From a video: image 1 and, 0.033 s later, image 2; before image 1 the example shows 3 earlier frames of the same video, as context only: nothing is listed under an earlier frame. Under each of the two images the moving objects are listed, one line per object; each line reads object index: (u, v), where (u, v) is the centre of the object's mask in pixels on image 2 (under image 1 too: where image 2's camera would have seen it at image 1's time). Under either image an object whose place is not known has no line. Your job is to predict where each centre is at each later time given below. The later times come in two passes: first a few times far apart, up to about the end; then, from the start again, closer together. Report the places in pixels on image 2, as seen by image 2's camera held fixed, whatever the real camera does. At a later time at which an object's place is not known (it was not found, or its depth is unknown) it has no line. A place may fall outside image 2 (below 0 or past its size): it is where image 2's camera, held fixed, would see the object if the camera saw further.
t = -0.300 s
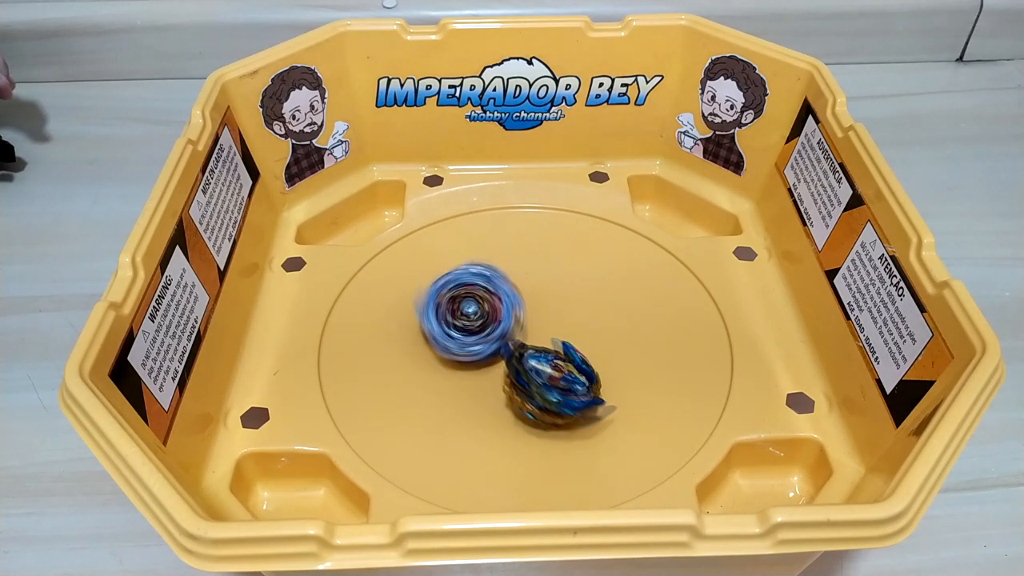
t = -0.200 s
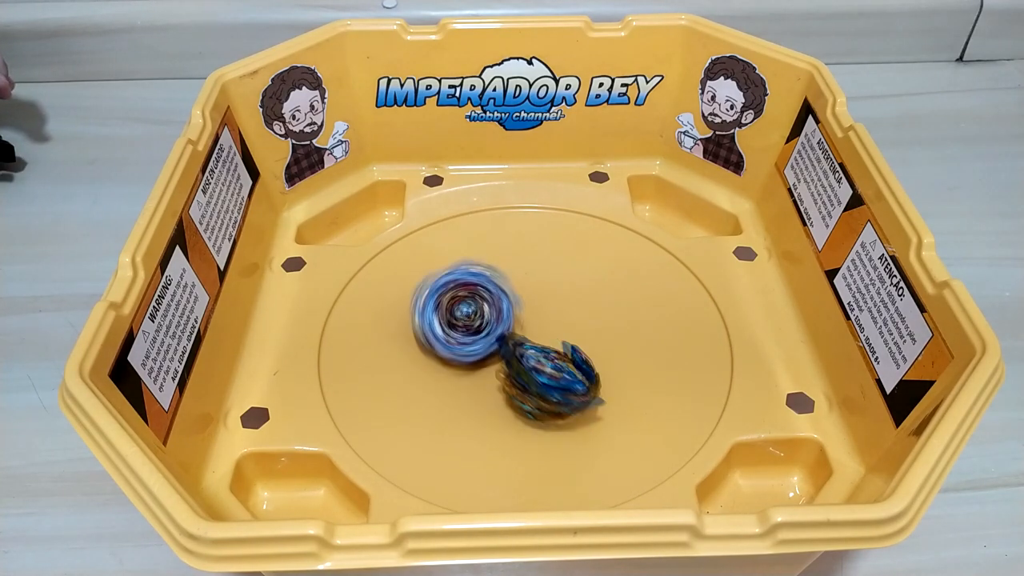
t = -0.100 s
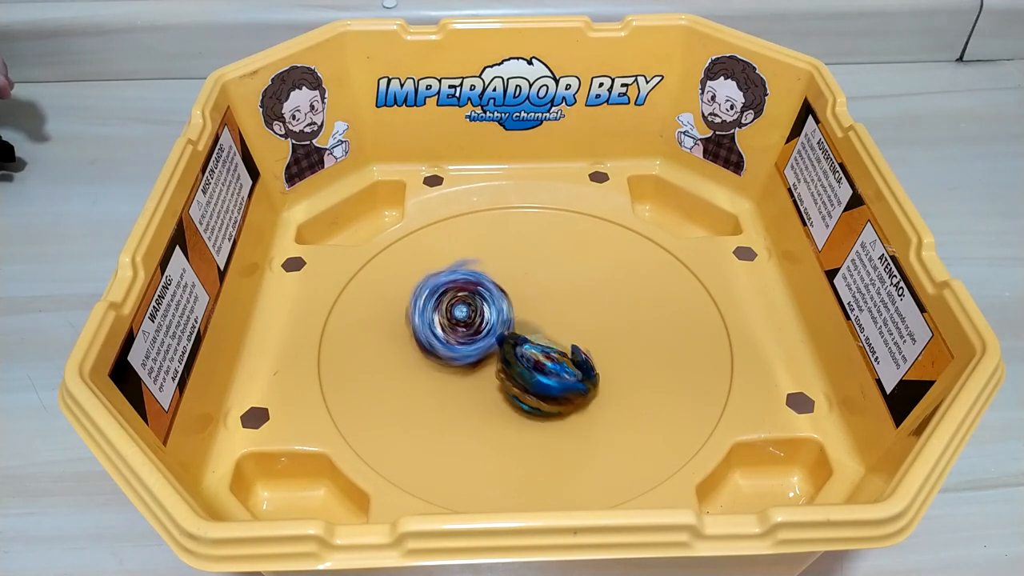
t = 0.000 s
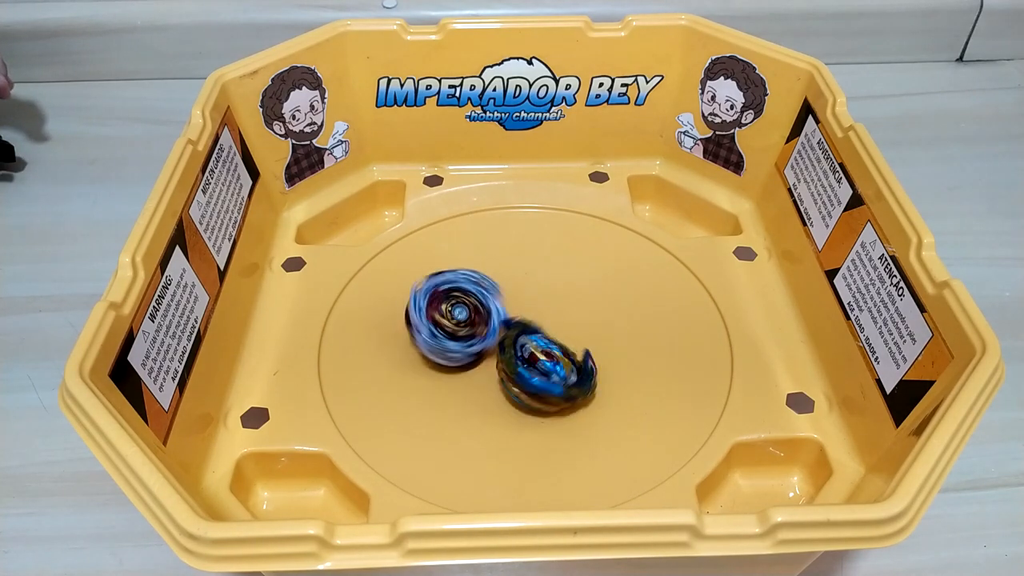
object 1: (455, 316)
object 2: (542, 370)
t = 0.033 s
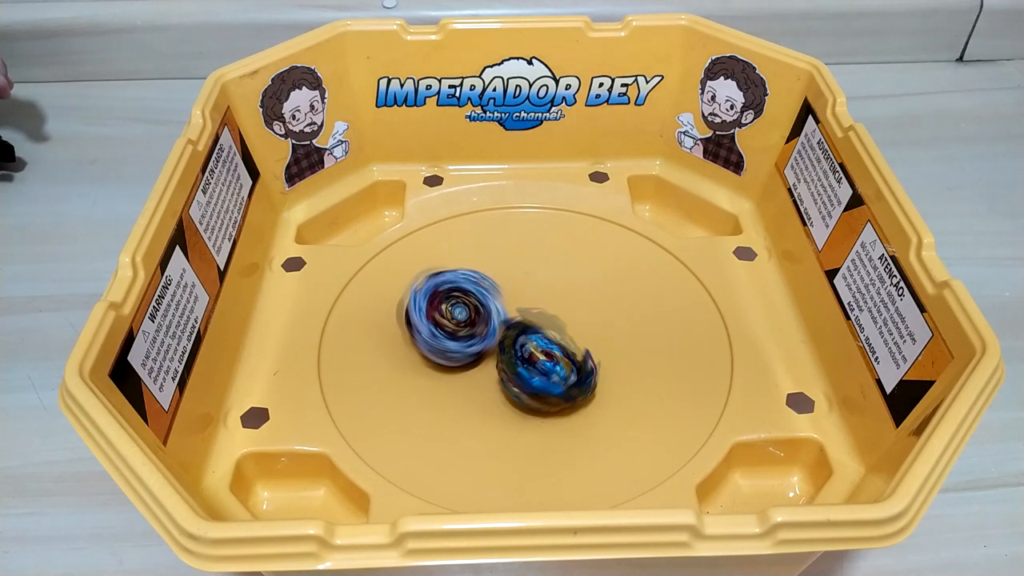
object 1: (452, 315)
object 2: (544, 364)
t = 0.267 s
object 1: (442, 314)
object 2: (538, 360)
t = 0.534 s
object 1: (429, 315)
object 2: (539, 357)
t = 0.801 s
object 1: (428, 329)
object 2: (554, 357)
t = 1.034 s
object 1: (438, 336)
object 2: (564, 354)
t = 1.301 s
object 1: (449, 342)
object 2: (569, 353)
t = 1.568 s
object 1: (458, 345)
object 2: (568, 352)
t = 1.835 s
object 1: (468, 352)
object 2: (563, 350)
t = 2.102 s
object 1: (468, 355)
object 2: (564, 345)
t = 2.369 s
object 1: (463, 349)
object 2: (563, 343)
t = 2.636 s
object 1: (462, 347)
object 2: (566, 331)
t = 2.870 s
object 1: (465, 349)
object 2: (564, 336)
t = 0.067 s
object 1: (451, 315)
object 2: (544, 364)
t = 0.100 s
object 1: (450, 315)
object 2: (544, 364)
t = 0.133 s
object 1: (447, 313)
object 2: (544, 364)
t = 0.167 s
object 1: (447, 313)
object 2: (541, 361)
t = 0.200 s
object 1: (445, 313)
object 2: (540, 360)
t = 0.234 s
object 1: (443, 313)
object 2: (539, 360)
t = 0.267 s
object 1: (442, 314)
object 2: (538, 360)
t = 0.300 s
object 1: (442, 313)
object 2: (536, 359)
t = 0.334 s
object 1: (441, 313)
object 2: (534, 358)
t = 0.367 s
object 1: (440, 314)
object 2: (533, 358)
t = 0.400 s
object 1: (439, 314)
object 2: (531, 357)
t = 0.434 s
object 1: (433, 314)
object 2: (534, 356)
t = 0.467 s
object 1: (432, 314)
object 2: (536, 356)
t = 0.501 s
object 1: (430, 315)
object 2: (538, 356)
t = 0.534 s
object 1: (429, 315)
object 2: (539, 357)
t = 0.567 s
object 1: (428, 317)
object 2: (543, 357)
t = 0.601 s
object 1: (426, 319)
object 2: (544, 356)
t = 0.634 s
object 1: (425, 320)
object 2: (547, 357)
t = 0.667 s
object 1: (425, 322)
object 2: (547, 357)
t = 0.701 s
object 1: (425, 325)
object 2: (550, 357)
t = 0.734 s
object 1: (427, 327)
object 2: (551, 357)
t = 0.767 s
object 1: (428, 327)
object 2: (551, 357)
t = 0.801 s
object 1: (428, 329)
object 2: (554, 357)
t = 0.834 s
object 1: (429, 330)
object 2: (556, 357)
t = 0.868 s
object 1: (431, 332)
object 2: (558, 356)
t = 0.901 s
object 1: (431, 332)
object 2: (558, 356)
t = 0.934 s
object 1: (431, 334)
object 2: (560, 356)
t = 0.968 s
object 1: (434, 335)
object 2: (562, 355)
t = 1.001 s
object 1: (435, 335)
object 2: (563, 355)
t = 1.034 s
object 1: (438, 336)
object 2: (564, 354)
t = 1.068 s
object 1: (439, 339)
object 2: (565, 354)
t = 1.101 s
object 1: (440, 339)
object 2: (566, 354)
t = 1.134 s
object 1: (442, 339)
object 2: (567, 353)
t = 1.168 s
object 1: (443, 339)
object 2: (567, 354)
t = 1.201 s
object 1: (447, 342)
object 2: (568, 353)
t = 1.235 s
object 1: (448, 342)
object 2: (568, 353)
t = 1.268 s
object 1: (449, 342)
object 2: (569, 353)
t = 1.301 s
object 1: (449, 342)
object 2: (569, 353)
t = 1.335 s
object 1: (450, 342)
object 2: (570, 353)
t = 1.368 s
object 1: (451, 341)
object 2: (569, 353)
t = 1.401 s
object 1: (453, 342)
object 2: (569, 352)
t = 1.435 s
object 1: (453, 342)
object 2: (569, 352)
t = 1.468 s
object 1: (454, 343)
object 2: (569, 352)
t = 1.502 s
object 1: (456, 343)
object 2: (568, 352)
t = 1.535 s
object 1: (456, 343)
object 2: (568, 352)
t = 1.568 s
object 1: (458, 345)
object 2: (568, 352)
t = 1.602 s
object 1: (459, 346)
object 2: (567, 351)
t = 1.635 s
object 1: (459, 346)
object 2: (566, 351)
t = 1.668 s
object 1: (462, 347)
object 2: (565, 351)
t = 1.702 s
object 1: (463, 348)
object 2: (565, 351)
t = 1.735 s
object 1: (466, 350)
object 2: (563, 350)
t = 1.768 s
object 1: (467, 351)
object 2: (563, 351)
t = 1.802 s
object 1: (467, 351)
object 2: (563, 350)
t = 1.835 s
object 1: (468, 352)
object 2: (563, 350)
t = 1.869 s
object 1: (468, 353)
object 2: (562, 348)
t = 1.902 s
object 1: (468, 353)
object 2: (562, 348)
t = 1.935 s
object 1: (468, 354)
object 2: (562, 348)
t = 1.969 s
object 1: (469, 354)
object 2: (563, 346)
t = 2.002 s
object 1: (469, 355)
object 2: (563, 346)
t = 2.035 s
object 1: (469, 355)
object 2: (563, 345)
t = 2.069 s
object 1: (468, 355)
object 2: (564, 345)
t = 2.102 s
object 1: (468, 355)
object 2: (564, 345)
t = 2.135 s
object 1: (468, 355)
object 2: (564, 344)
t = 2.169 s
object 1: (468, 355)
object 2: (564, 344)
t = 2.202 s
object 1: (467, 355)
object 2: (564, 344)
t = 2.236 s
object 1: (467, 355)
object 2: (564, 344)
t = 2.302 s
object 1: (467, 353)
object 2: (564, 344)
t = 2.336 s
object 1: (466, 351)
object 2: (564, 343)
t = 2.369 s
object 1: (463, 349)
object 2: (563, 343)
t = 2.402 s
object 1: (460, 347)
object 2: (562, 342)
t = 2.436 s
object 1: (456, 345)
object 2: (561, 341)
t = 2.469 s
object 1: (454, 345)
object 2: (562, 338)
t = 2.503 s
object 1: (454, 345)
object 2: (563, 336)
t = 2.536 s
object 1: (454, 345)
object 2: (564, 335)
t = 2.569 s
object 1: (456, 345)
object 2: (564, 334)
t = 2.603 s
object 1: (460, 346)
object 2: (565, 332)
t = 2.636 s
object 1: (462, 347)
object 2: (566, 331)
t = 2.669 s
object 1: (464, 348)
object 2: (567, 332)
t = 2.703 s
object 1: (465, 349)
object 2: (565, 333)
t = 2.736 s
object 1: (466, 350)
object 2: (564, 334)
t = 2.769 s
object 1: (467, 350)
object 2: (564, 334)
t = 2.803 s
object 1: (467, 350)
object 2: (564, 335)
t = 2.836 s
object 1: (465, 349)
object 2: (564, 336)
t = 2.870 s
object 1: (465, 349)
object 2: (564, 336)
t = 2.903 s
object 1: (465, 349)
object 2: (564, 336)
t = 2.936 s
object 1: (465, 349)
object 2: (564, 336)
